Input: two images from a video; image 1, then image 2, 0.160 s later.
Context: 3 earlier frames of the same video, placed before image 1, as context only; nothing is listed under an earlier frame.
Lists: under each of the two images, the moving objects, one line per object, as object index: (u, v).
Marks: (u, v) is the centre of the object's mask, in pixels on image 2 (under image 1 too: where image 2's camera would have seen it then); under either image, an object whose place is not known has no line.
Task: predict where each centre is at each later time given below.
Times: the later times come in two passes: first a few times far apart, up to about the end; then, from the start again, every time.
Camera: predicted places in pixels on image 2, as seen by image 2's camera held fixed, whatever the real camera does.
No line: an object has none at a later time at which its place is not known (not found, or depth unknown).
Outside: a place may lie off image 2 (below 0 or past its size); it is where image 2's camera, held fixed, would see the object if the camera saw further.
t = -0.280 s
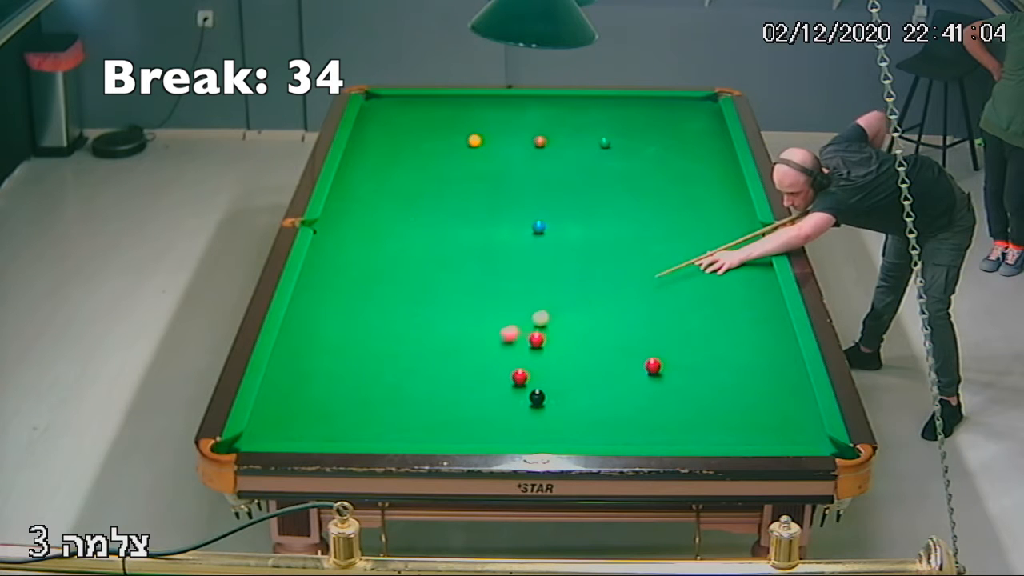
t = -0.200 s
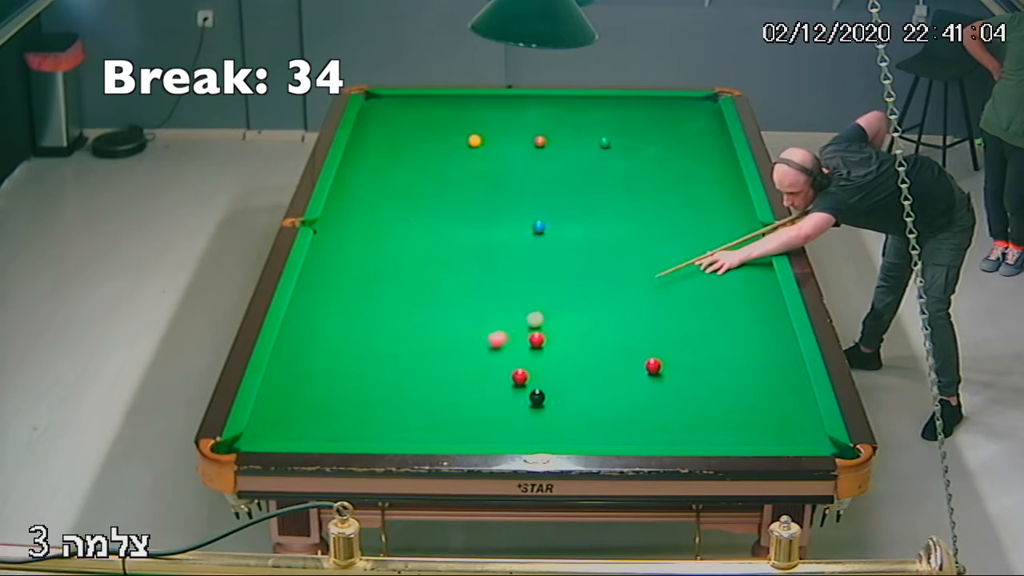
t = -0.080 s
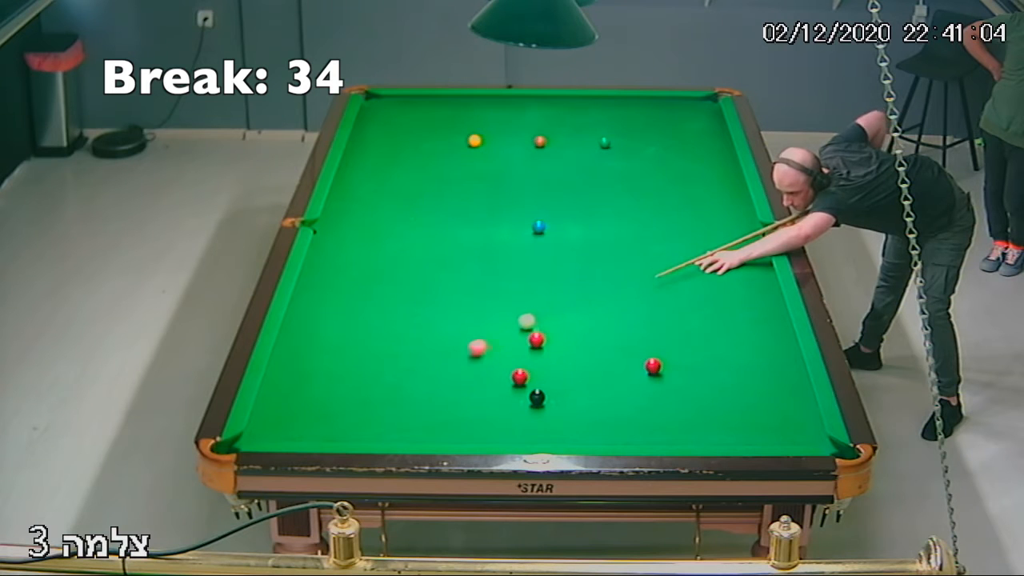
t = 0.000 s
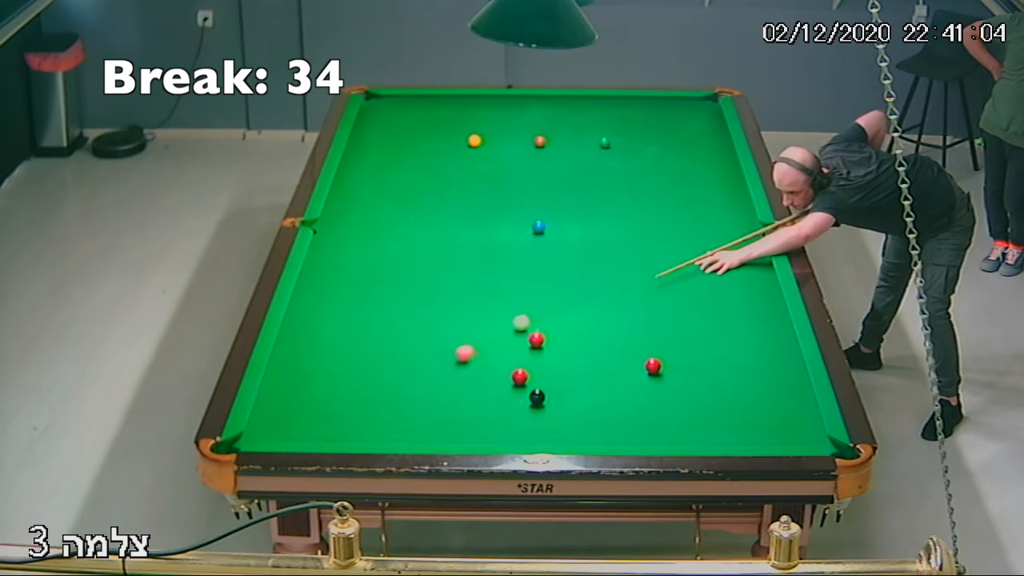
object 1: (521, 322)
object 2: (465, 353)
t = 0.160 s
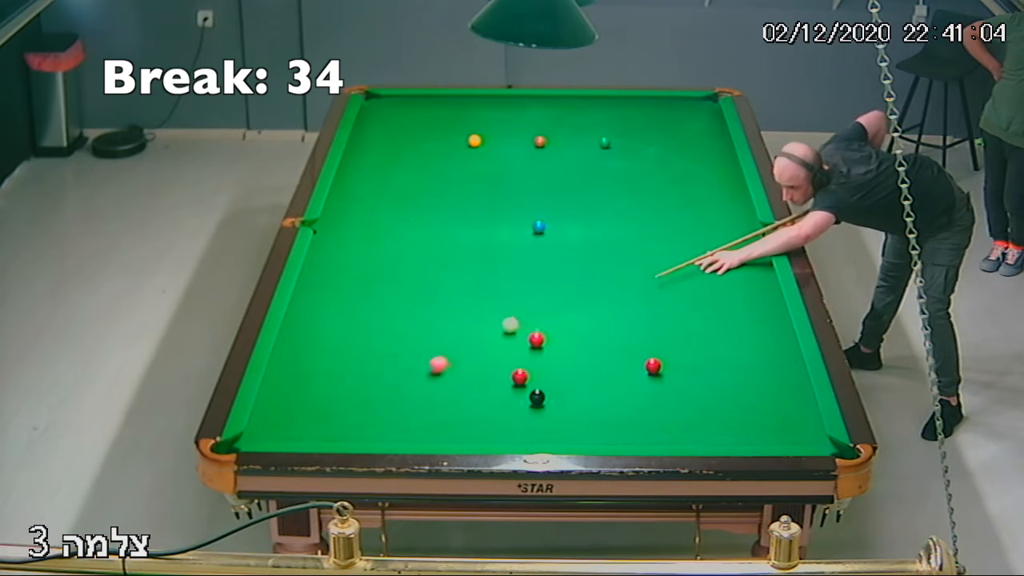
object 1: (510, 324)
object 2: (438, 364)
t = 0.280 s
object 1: (503, 326)
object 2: (419, 373)
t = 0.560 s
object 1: (486, 330)
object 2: (372, 392)
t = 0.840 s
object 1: (471, 333)
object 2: (326, 412)
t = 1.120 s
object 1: (457, 336)
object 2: (280, 432)
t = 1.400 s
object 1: (445, 339)
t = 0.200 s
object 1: (508, 325)
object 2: (432, 367)
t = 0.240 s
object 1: (505, 326)
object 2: (425, 370)
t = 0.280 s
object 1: (503, 326)
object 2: (419, 373)
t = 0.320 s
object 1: (500, 326)
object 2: (412, 375)
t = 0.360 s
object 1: (498, 327)
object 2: (405, 378)
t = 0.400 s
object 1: (495, 328)
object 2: (399, 381)
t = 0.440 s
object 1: (493, 328)
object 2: (392, 384)
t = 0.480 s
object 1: (491, 329)
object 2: (386, 387)
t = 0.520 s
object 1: (488, 329)
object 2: (379, 390)
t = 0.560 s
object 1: (486, 330)
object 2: (372, 392)
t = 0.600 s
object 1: (484, 330)
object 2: (366, 395)
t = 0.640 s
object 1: (481, 331)
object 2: (359, 398)
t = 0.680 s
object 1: (479, 331)
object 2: (353, 401)
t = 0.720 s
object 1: (477, 332)
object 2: (346, 403)
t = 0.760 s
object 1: (475, 332)
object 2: (339, 407)
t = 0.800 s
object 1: (473, 333)
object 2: (333, 409)
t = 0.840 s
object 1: (471, 333)
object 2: (326, 412)
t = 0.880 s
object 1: (469, 334)
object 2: (319, 415)
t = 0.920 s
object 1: (467, 334)
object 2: (312, 418)
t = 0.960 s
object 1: (465, 334)
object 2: (306, 421)
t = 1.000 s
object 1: (463, 335)
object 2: (299, 424)
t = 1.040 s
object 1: (461, 335)
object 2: (293, 426)
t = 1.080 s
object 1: (459, 335)
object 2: (286, 429)
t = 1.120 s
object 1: (457, 336)
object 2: (280, 432)
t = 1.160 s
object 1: (455, 336)
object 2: (273, 434)
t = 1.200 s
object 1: (453, 337)
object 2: (267, 436)
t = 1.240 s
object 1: (452, 337)
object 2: (260, 438)
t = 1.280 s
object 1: (450, 338)
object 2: (253, 440)
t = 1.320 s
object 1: (448, 338)
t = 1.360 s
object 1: (447, 338)
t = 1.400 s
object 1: (445, 339)
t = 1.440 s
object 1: (444, 339)
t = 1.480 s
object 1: (442, 339)
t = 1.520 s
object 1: (441, 340)
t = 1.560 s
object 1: (440, 340)
